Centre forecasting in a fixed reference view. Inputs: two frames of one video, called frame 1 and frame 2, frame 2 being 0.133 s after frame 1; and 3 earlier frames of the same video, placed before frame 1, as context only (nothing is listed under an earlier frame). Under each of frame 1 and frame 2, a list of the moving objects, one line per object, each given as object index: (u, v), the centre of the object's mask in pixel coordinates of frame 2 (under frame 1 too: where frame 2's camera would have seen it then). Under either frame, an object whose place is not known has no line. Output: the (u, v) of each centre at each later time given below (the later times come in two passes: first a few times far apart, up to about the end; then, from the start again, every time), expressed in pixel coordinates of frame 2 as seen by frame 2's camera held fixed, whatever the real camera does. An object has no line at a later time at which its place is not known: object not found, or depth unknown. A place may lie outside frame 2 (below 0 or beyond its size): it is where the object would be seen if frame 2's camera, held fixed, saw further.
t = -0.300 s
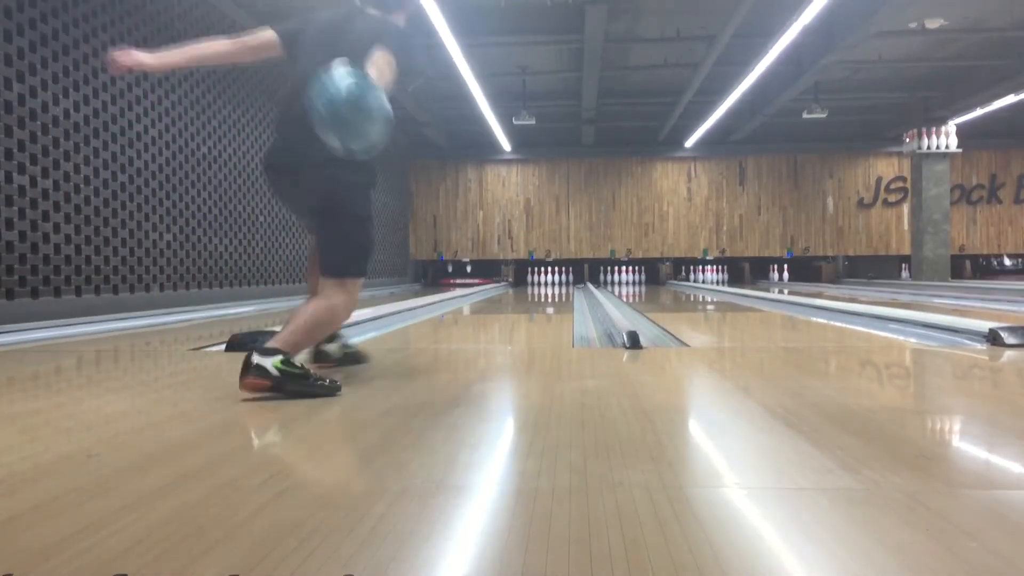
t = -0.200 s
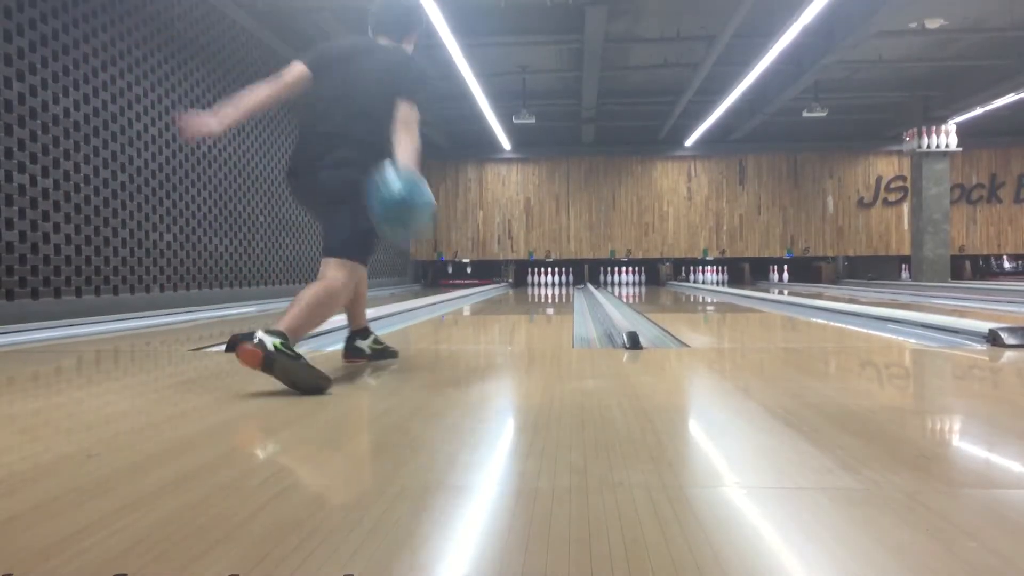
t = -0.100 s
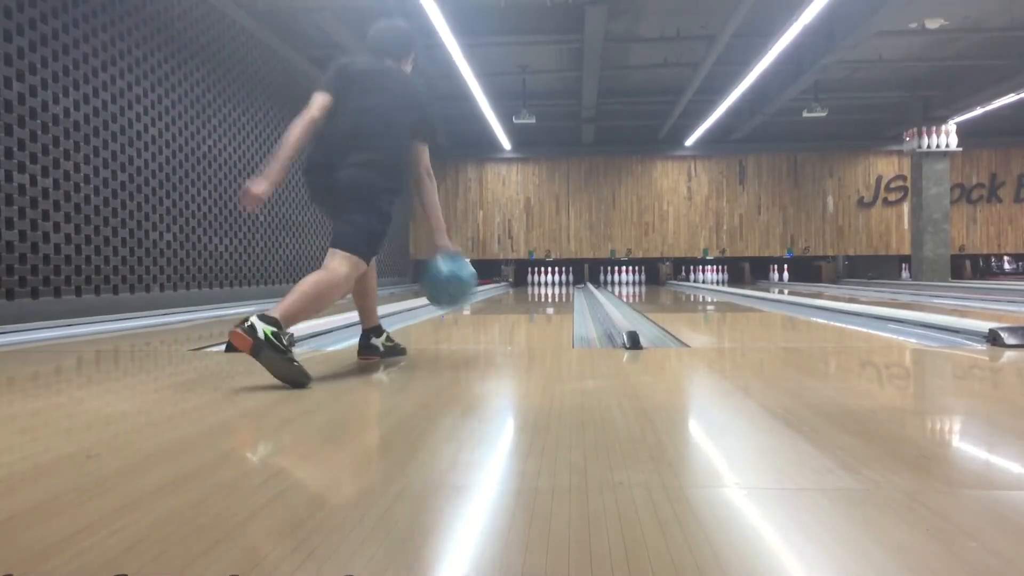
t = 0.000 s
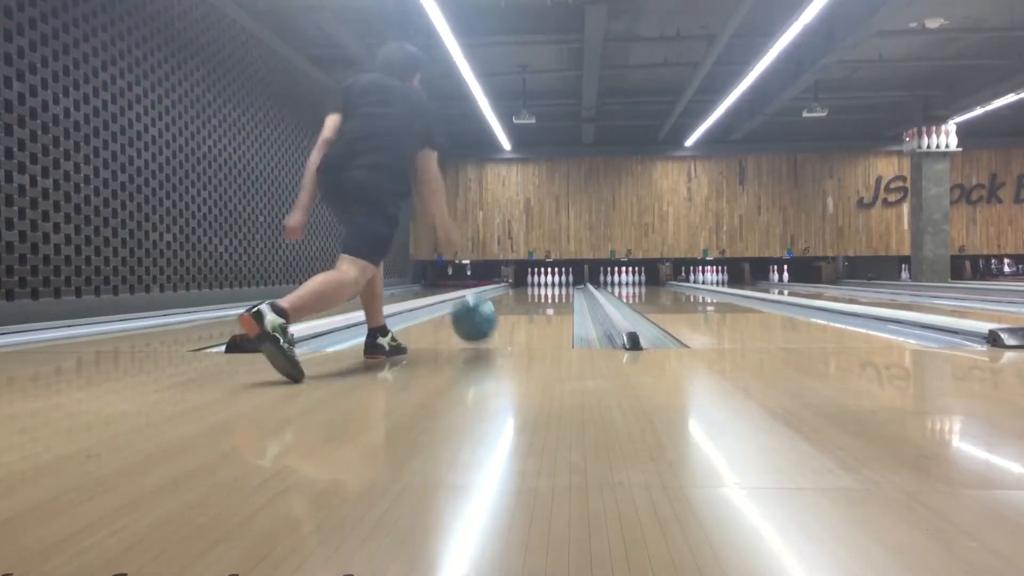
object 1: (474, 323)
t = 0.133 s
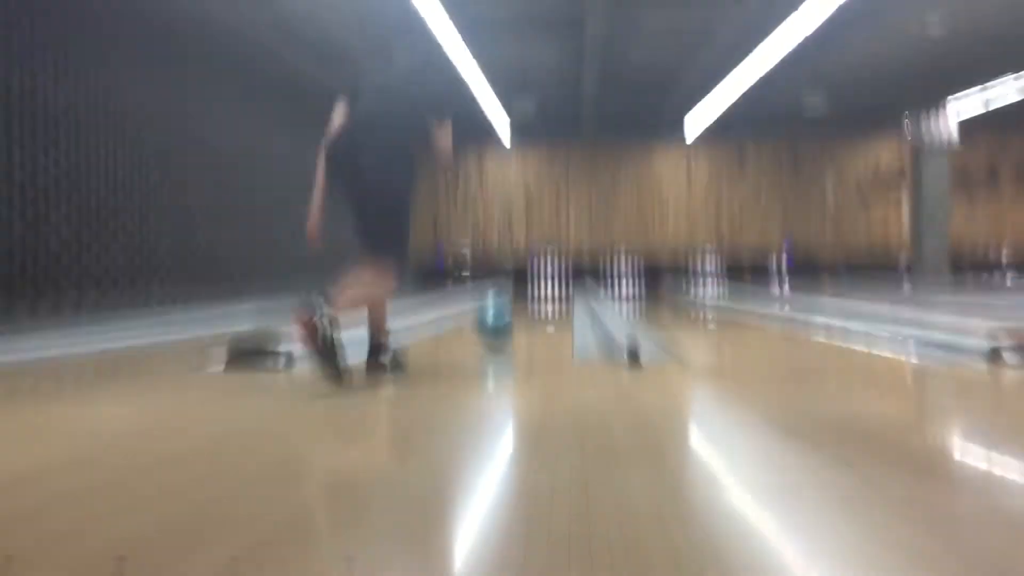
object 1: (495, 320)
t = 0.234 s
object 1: (506, 312)
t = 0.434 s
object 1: (521, 302)
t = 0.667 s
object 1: (532, 295)
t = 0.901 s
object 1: (540, 290)
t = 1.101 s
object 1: (545, 287)
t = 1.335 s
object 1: (549, 283)
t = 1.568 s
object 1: (551, 282)
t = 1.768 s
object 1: (554, 281)
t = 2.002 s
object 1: (556, 280)
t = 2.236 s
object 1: (558, 279)
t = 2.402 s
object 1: (560, 279)
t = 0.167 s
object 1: (499, 319)
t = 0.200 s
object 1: (503, 313)
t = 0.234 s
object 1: (506, 312)
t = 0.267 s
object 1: (509, 309)
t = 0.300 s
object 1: (512, 307)
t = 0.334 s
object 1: (515, 306)
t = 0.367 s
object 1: (516, 304)
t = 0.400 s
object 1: (518, 303)
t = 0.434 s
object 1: (521, 302)
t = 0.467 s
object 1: (523, 300)
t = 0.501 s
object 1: (524, 300)
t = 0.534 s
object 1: (526, 299)
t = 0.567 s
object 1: (528, 298)
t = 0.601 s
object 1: (530, 297)
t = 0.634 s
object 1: (530, 296)
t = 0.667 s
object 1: (532, 295)
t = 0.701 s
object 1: (534, 294)
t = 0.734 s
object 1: (535, 294)
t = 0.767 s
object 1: (536, 293)
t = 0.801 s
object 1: (537, 292)
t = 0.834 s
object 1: (537, 292)
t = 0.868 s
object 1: (539, 291)
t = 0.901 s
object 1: (540, 290)
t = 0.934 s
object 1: (541, 289)
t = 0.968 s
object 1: (541, 289)
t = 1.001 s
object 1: (542, 289)
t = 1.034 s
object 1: (543, 285)
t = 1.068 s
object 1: (544, 290)
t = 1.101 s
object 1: (545, 287)
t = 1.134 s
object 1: (545, 286)
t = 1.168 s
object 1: (546, 286)
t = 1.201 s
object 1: (547, 285)
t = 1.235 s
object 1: (547, 285)
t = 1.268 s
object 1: (548, 285)
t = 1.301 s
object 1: (548, 284)
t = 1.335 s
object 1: (549, 283)
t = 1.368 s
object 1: (549, 283)
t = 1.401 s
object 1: (550, 283)
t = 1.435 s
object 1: (550, 283)
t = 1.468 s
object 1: (551, 282)
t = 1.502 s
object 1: (551, 282)
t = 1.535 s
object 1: (551, 282)
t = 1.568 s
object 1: (551, 282)
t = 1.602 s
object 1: (552, 282)
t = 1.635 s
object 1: (552, 281)
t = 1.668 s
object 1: (552, 287)
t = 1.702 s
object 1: (553, 282)
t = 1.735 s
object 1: (553, 281)
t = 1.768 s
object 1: (554, 281)
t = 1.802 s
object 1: (555, 281)
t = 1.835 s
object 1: (555, 280)
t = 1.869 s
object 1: (555, 280)
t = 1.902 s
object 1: (556, 280)
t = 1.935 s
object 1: (556, 280)
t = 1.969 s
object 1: (556, 280)
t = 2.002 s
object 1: (556, 280)
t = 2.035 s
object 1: (556, 280)
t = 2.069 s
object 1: (557, 279)
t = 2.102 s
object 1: (557, 280)
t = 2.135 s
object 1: (557, 279)
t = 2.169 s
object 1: (557, 280)
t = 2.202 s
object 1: (557, 280)
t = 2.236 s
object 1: (558, 279)
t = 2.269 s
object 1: (558, 279)
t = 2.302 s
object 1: (558, 280)
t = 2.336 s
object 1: (558, 280)
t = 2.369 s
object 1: (559, 279)
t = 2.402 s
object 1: (560, 279)
